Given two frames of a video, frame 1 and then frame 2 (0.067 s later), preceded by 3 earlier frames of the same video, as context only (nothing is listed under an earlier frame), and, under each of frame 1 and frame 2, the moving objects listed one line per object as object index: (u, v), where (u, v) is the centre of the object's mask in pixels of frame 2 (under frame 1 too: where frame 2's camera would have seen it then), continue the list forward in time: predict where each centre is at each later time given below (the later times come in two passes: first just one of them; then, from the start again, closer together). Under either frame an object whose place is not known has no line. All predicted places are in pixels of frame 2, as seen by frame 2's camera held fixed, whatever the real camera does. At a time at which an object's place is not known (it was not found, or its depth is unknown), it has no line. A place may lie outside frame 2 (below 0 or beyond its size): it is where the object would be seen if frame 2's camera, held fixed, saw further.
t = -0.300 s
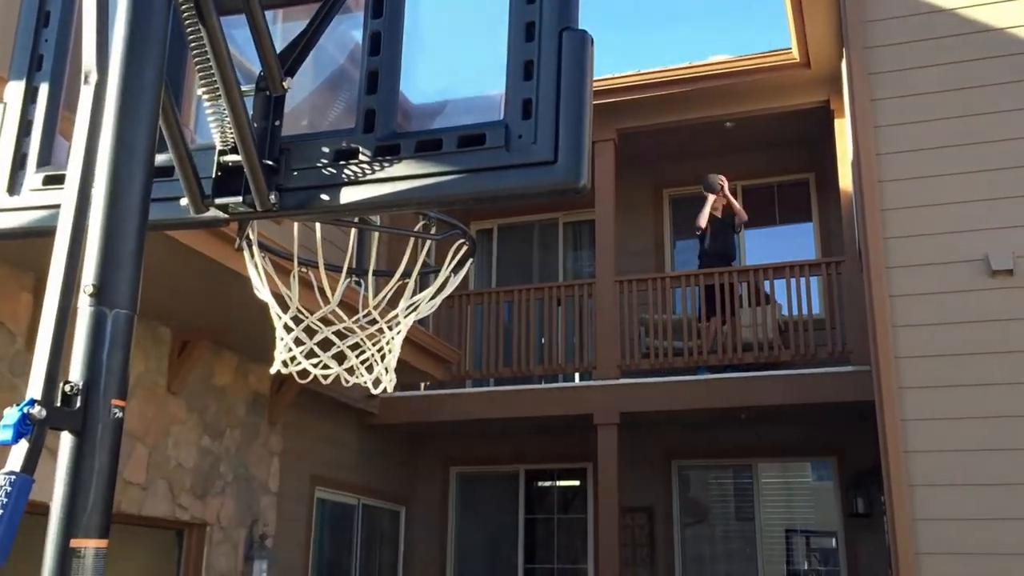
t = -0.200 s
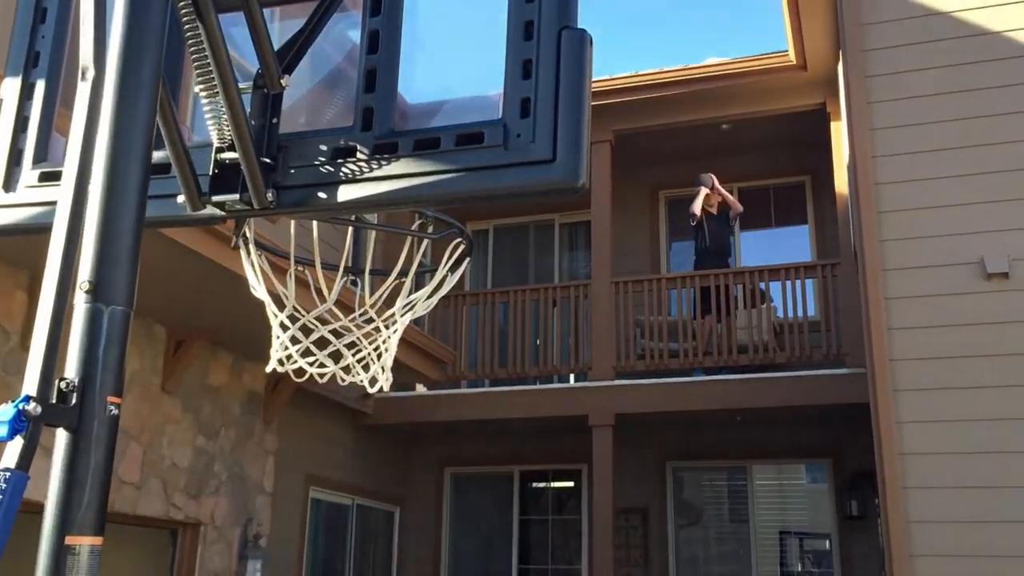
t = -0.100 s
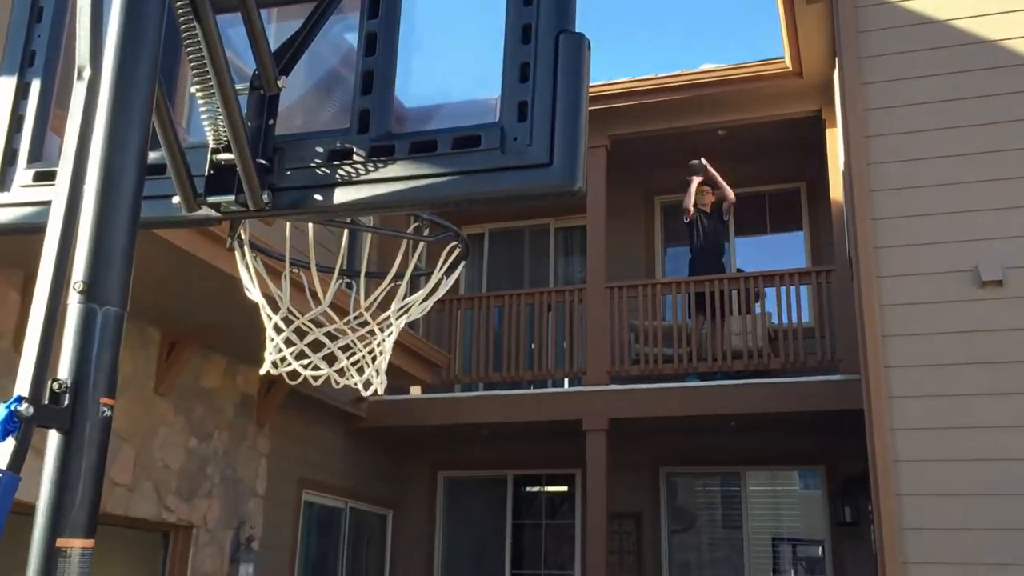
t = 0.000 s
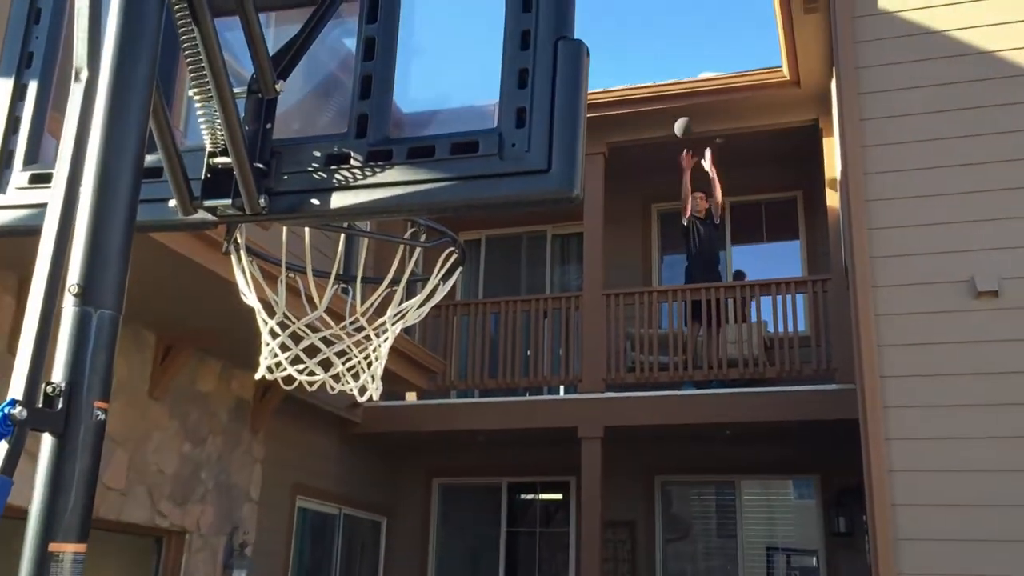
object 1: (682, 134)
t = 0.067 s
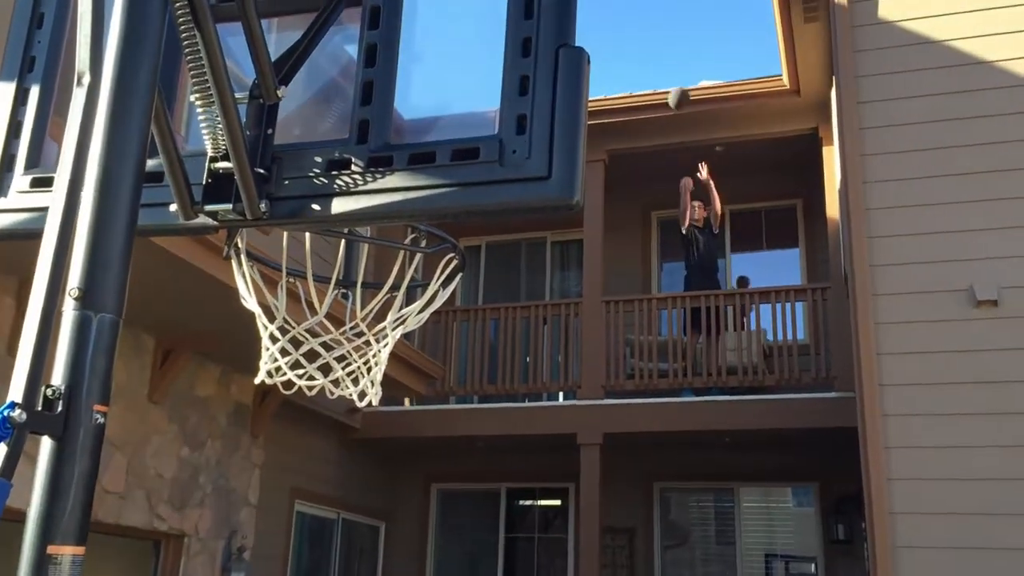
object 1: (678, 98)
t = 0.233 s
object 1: (662, 15)
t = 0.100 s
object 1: (676, 80)
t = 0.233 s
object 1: (662, 15)
